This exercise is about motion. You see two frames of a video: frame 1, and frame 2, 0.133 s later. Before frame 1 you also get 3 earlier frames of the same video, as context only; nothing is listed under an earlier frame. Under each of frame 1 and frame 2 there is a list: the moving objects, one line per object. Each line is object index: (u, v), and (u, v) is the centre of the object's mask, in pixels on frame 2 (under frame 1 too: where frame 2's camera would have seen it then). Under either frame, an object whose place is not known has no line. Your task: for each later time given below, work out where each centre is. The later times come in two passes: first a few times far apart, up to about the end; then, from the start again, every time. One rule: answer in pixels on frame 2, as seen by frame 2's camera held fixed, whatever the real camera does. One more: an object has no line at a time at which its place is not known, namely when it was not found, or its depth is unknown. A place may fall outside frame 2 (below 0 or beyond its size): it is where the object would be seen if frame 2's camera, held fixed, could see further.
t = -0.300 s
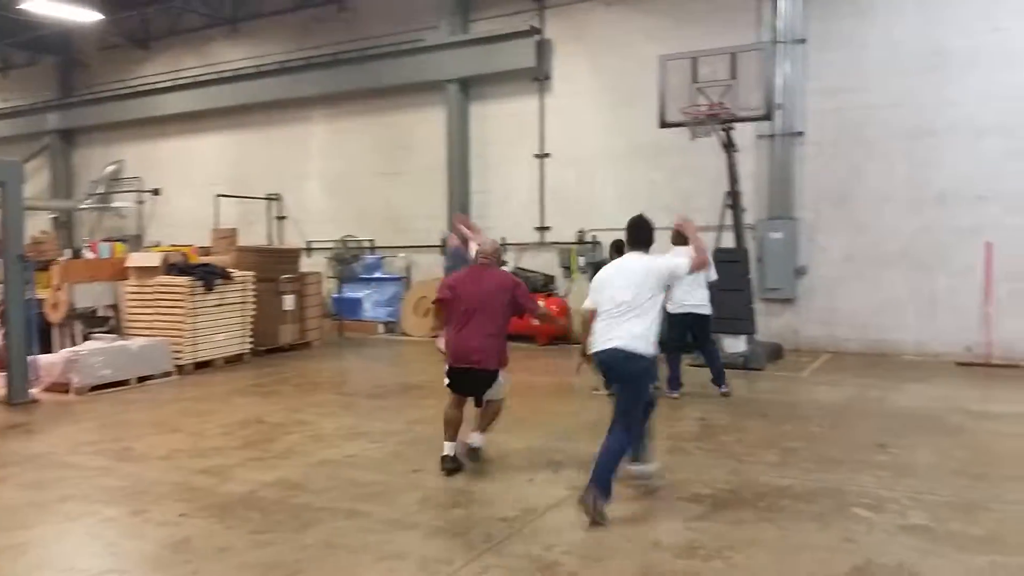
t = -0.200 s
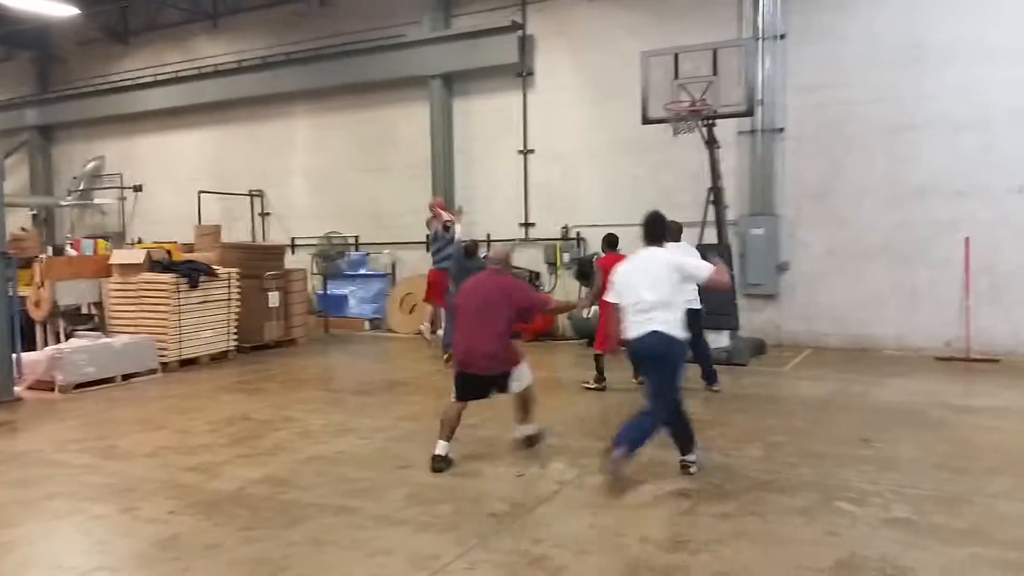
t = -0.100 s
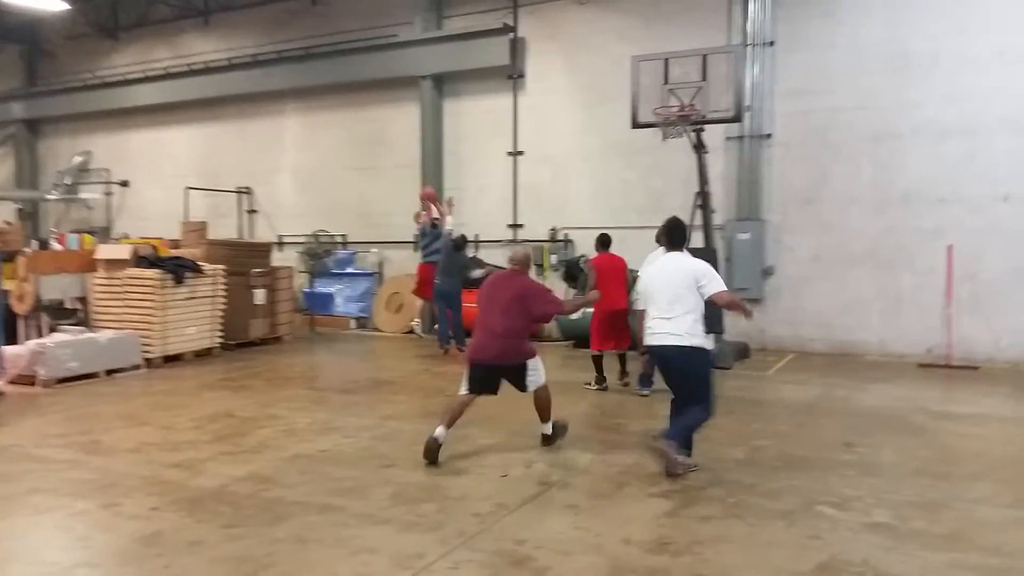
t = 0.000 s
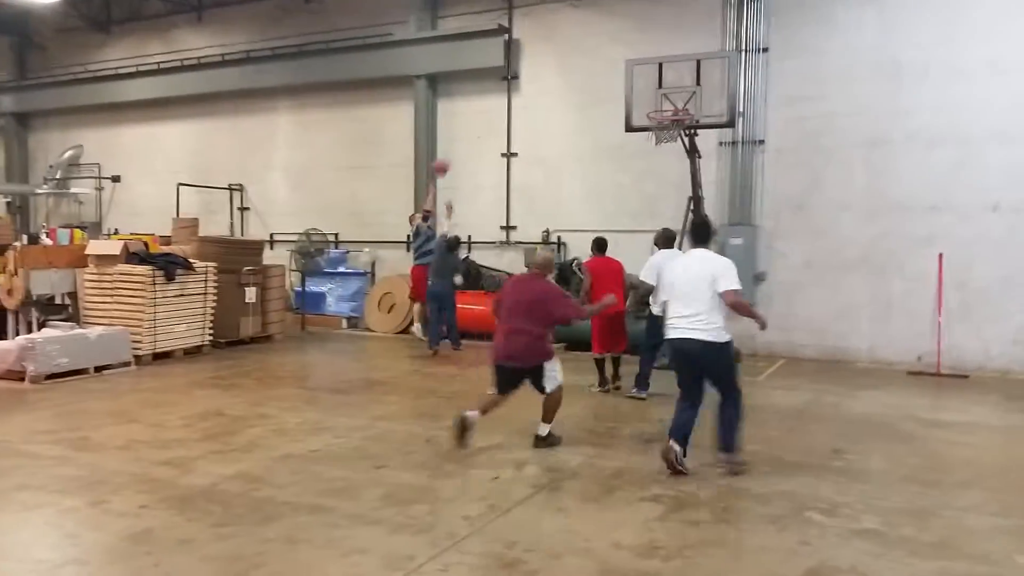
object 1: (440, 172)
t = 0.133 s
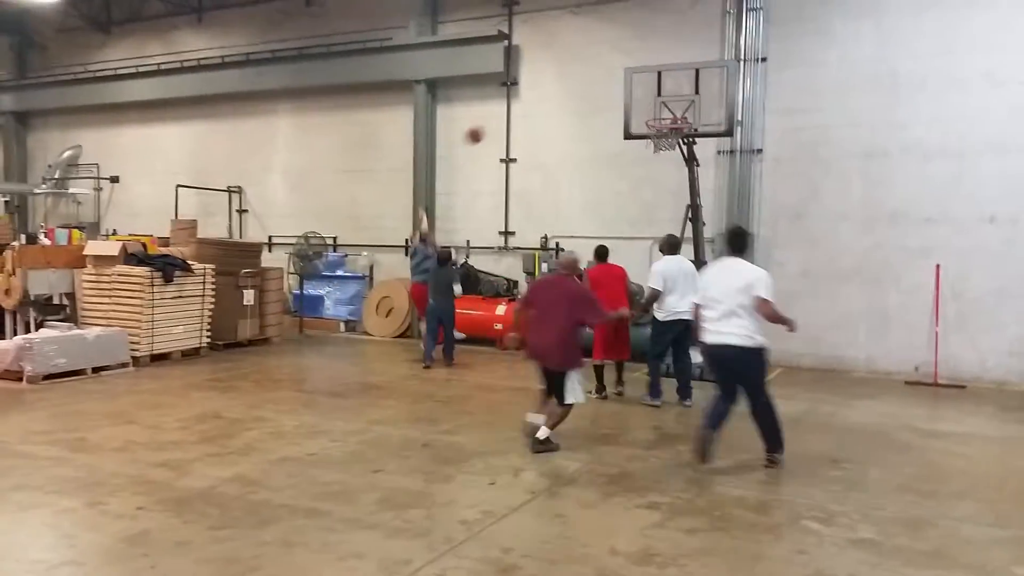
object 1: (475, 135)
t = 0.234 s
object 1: (500, 115)
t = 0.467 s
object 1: (570, 96)
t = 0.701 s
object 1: (641, 121)
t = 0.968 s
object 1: (590, 141)
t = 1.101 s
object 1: (567, 170)
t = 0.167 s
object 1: (484, 128)
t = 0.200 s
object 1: (493, 121)
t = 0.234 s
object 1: (500, 115)
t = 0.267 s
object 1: (514, 109)
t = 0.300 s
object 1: (522, 105)
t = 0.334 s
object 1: (531, 101)
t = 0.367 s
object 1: (540, 99)
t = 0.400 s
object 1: (550, 97)
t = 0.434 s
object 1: (561, 96)
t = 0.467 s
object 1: (570, 96)
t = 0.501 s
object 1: (581, 96)
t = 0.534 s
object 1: (591, 98)
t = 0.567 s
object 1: (601, 102)
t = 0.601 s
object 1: (611, 105)
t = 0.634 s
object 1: (624, 111)
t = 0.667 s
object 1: (634, 117)
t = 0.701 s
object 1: (641, 121)
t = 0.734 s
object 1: (636, 122)
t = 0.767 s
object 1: (628, 122)
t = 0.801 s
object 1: (621, 124)
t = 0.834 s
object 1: (618, 125)
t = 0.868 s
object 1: (609, 127)
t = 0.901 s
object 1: (604, 131)
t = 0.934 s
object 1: (597, 135)
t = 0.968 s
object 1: (590, 141)
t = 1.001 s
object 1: (583, 147)
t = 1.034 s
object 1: (578, 154)
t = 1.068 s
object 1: (573, 162)
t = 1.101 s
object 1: (567, 170)
